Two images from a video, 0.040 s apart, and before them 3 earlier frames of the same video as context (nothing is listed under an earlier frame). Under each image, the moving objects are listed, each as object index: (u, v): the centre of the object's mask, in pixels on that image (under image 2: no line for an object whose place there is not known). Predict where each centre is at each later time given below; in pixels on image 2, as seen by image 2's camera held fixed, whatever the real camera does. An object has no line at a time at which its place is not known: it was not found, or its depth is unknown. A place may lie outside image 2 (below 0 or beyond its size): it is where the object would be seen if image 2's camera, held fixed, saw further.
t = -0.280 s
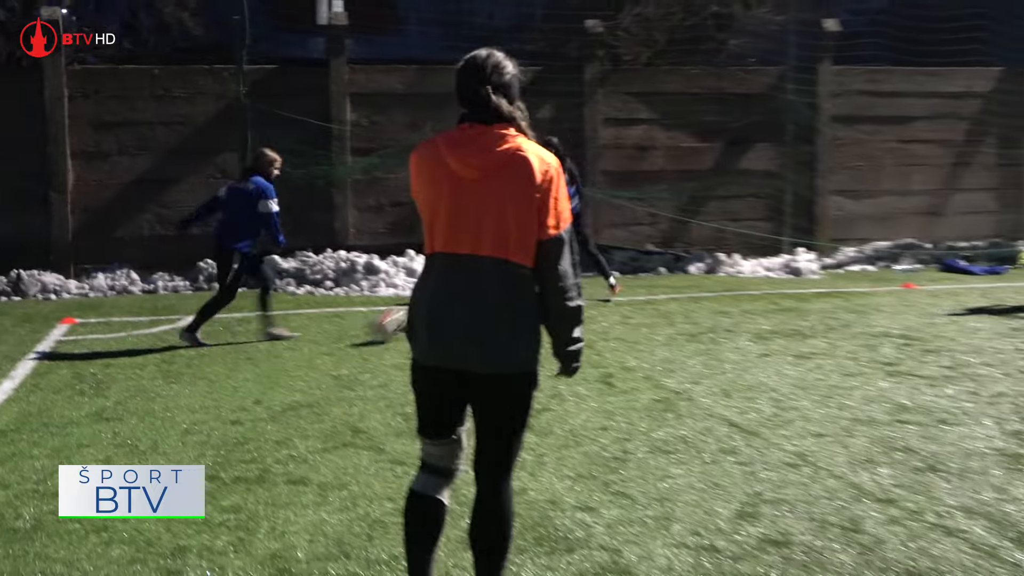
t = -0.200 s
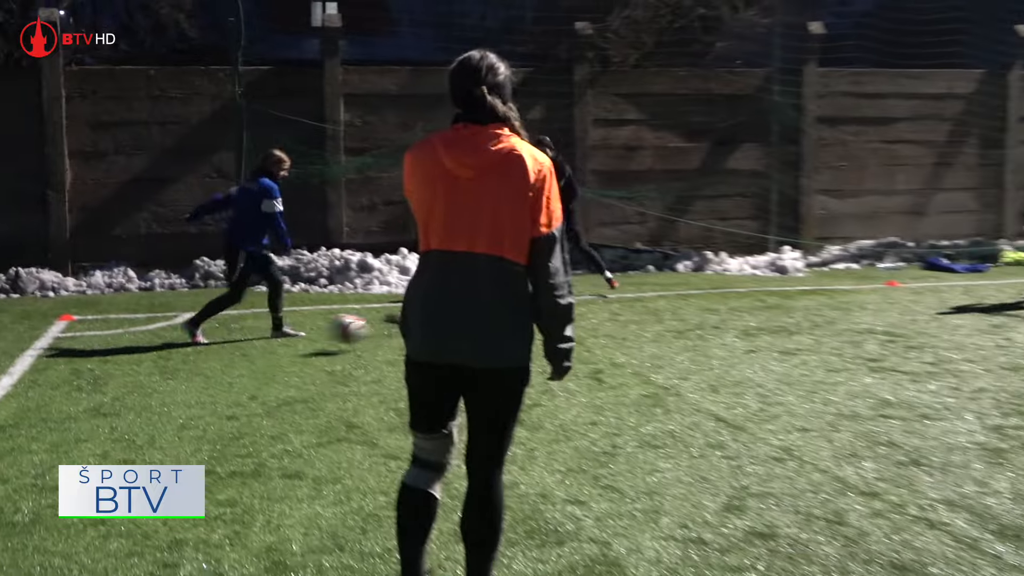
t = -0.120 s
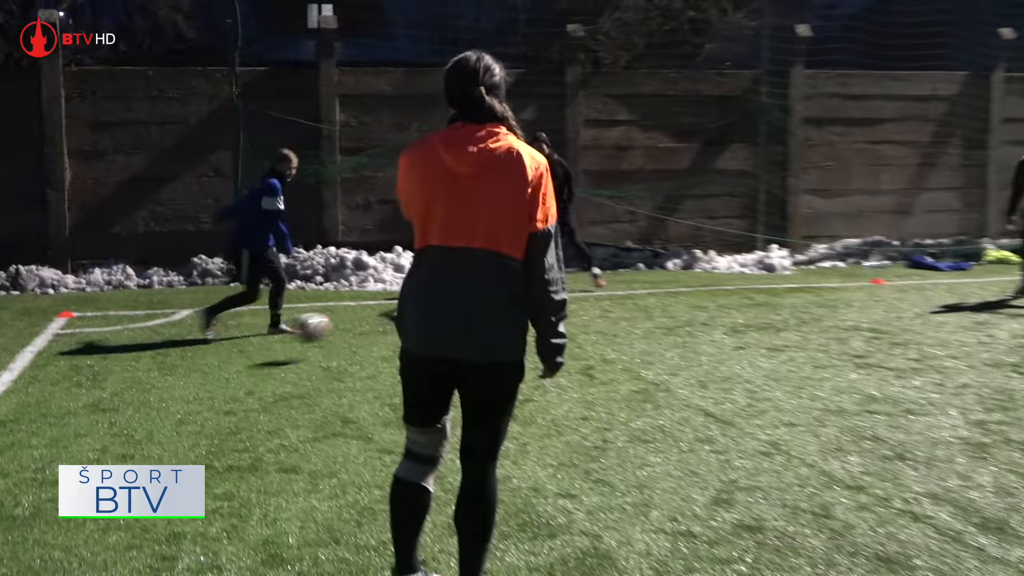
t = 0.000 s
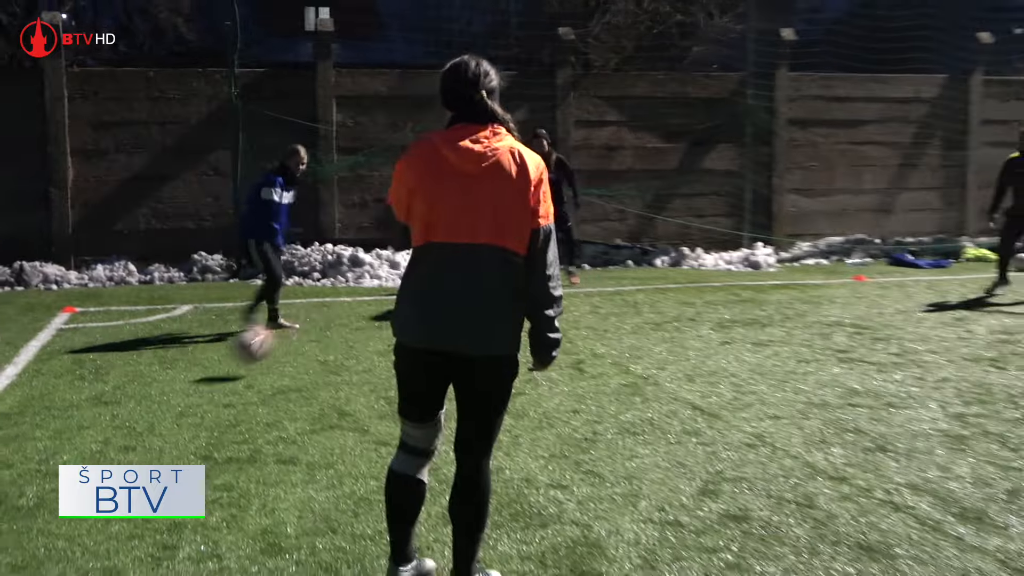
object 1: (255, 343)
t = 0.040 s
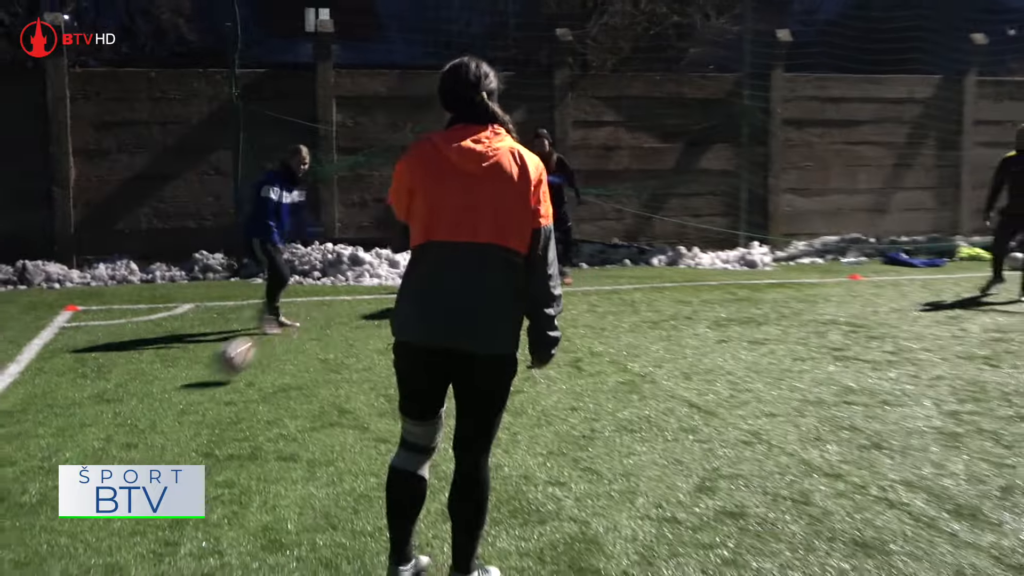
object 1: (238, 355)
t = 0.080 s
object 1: (214, 371)
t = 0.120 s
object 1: (194, 374)
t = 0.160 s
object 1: (175, 372)
